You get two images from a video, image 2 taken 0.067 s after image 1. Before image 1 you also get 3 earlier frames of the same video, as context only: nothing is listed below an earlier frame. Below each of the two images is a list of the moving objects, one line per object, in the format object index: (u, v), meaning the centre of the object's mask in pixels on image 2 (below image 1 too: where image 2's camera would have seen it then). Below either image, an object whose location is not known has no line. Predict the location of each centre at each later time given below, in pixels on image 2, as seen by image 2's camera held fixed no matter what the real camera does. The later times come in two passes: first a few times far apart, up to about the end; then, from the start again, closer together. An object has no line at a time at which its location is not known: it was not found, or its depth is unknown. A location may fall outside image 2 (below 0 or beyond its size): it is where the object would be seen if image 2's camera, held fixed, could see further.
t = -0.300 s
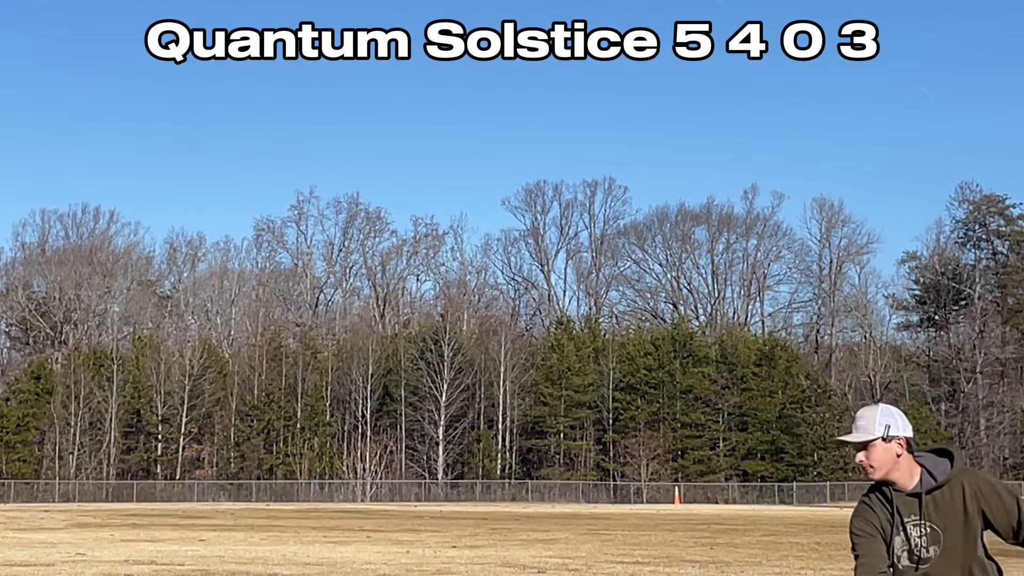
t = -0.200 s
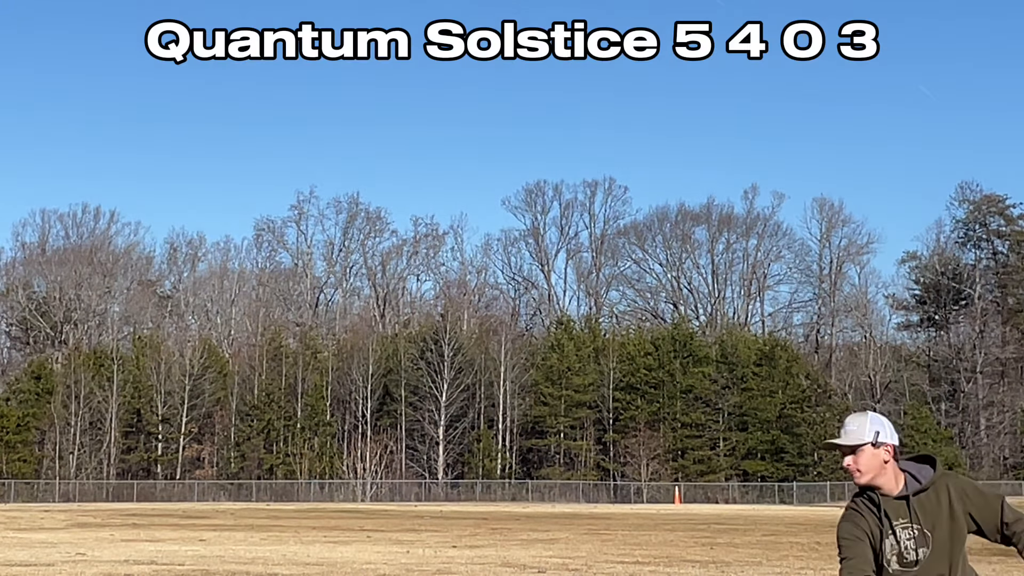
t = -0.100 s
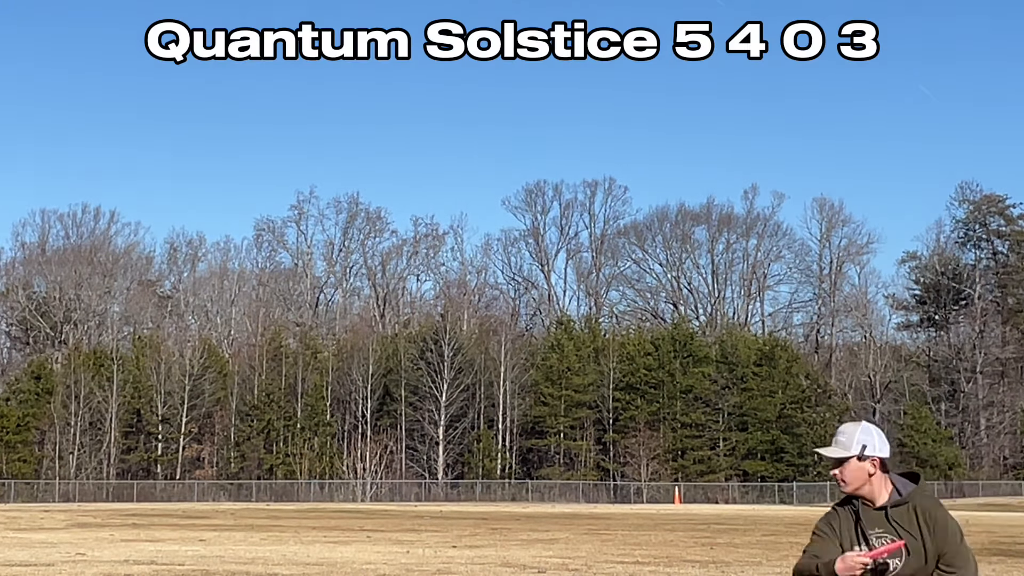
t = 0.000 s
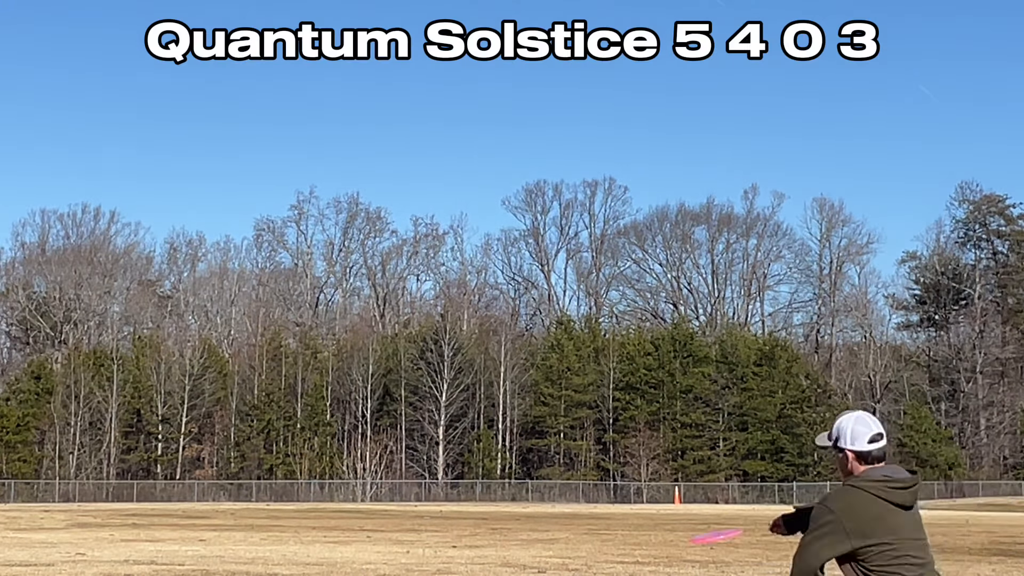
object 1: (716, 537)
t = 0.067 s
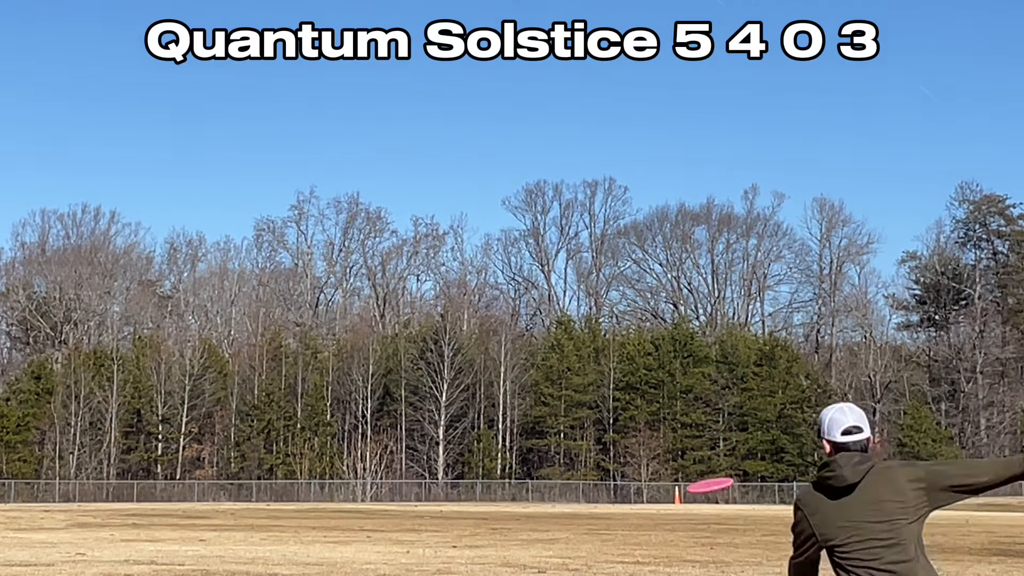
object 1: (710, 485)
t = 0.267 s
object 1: (695, 397)
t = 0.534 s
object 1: (680, 353)
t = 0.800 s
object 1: (666, 335)
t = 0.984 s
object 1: (658, 327)
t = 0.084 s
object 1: (708, 475)
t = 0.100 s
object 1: (708, 466)
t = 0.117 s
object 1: (706, 456)
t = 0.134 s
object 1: (704, 448)
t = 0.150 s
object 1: (703, 439)
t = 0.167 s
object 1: (701, 432)
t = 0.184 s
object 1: (700, 425)
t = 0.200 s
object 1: (699, 419)
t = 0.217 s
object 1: (698, 413)
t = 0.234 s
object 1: (697, 407)
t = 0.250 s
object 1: (696, 403)
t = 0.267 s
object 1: (695, 397)
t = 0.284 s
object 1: (693, 393)
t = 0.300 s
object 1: (692, 389)
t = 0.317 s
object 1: (691, 384)
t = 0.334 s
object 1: (690, 381)
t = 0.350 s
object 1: (690, 378)
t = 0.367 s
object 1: (688, 375)
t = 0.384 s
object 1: (688, 372)
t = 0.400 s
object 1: (687, 370)
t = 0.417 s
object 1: (685, 367)
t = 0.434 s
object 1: (685, 365)
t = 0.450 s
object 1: (684, 363)
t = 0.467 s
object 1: (683, 361)
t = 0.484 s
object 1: (682, 359)
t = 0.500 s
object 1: (682, 356)
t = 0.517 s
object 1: (681, 355)
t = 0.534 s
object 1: (680, 353)
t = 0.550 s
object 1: (680, 352)
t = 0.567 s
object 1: (678, 350)
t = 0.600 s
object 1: (676, 347)
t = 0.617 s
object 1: (676, 346)
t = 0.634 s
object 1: (675, 345)
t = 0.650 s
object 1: (674, 344)
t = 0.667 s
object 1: (673, 342)
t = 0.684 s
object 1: (672, 341)
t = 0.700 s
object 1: (671, 340)
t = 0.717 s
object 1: (670, 339)
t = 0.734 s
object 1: (670, 339)
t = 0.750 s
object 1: (669, 337)
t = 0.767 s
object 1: (668, 336)
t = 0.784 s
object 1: (667, 336)
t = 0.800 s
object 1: (666, 335)
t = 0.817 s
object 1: (666, 334)
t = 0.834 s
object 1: (665, 334)
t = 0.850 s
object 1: (664, 333)
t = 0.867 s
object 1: (663, 331)
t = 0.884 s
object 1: (663, 331)
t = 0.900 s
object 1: (662, 330)
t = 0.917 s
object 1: (661, 330)
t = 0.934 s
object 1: (661, 329)
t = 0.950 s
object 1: (660, 328)
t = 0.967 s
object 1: (659, 328)
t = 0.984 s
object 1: (658, 327)
